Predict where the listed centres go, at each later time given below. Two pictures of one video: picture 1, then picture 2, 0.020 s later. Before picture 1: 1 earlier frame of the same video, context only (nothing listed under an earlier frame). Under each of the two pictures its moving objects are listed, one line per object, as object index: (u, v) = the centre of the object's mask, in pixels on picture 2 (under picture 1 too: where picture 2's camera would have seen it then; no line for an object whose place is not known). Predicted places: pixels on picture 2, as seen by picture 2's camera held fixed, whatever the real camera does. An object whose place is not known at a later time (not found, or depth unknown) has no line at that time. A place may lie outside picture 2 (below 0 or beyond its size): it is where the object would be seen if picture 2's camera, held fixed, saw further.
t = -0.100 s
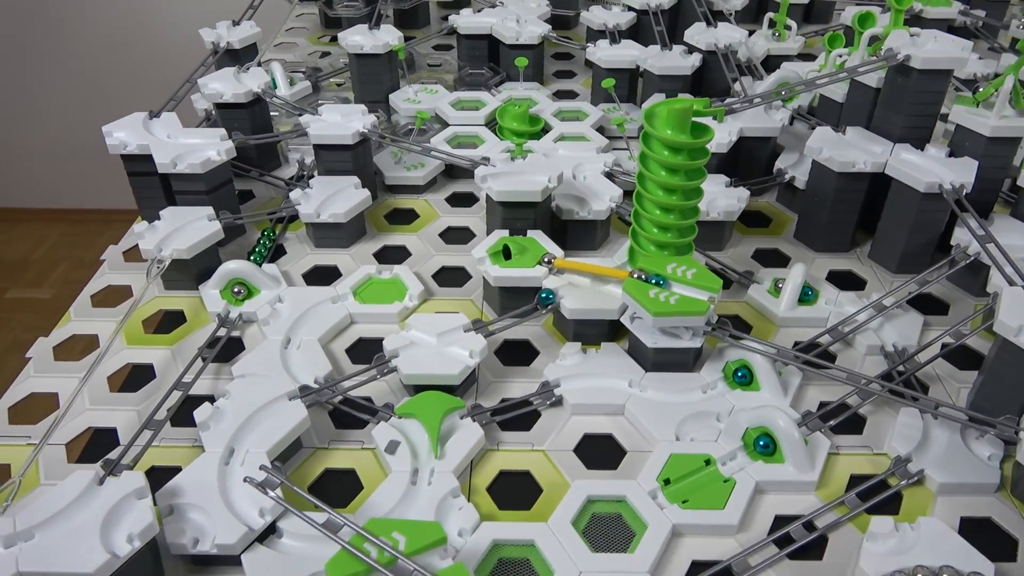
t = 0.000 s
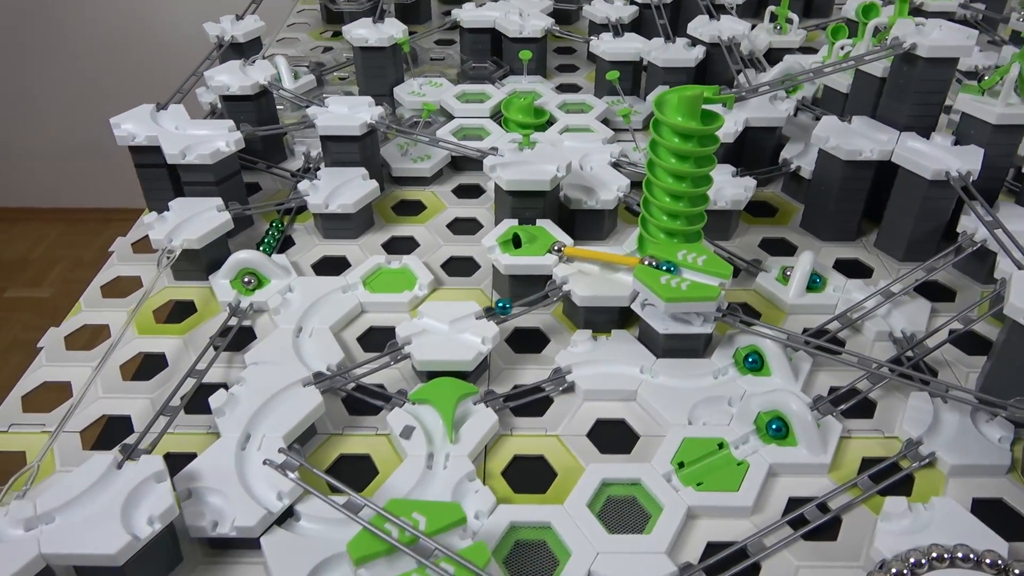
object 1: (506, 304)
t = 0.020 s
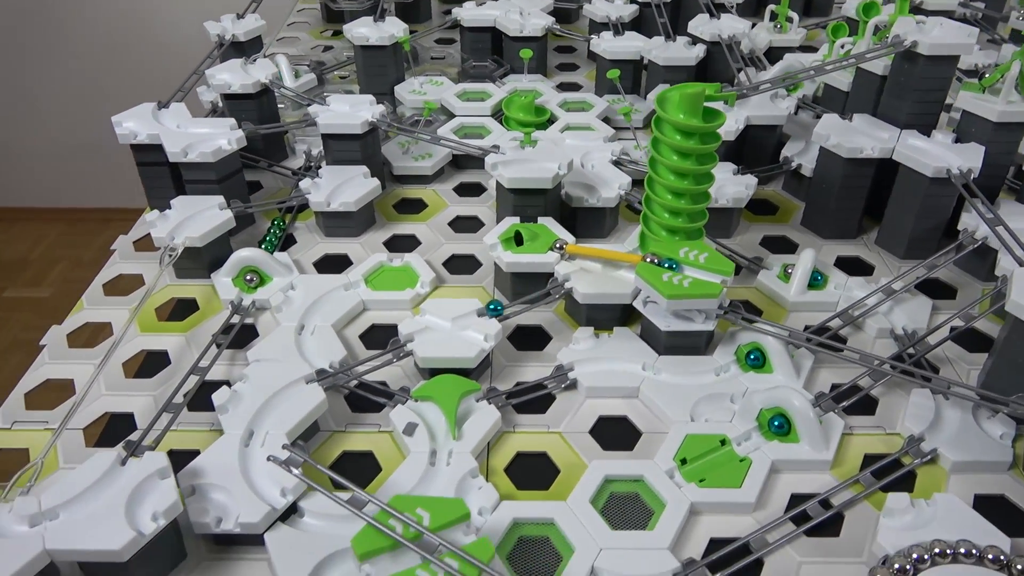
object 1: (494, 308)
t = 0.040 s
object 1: (483, 312)
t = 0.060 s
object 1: (471, 317)
